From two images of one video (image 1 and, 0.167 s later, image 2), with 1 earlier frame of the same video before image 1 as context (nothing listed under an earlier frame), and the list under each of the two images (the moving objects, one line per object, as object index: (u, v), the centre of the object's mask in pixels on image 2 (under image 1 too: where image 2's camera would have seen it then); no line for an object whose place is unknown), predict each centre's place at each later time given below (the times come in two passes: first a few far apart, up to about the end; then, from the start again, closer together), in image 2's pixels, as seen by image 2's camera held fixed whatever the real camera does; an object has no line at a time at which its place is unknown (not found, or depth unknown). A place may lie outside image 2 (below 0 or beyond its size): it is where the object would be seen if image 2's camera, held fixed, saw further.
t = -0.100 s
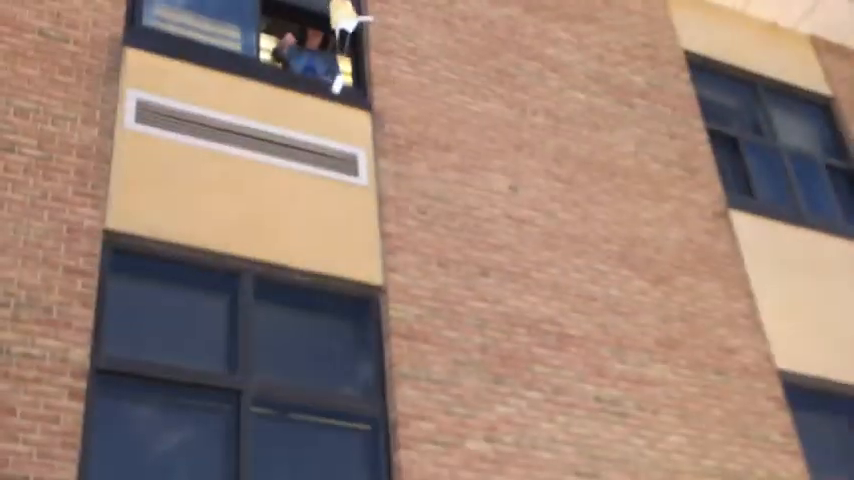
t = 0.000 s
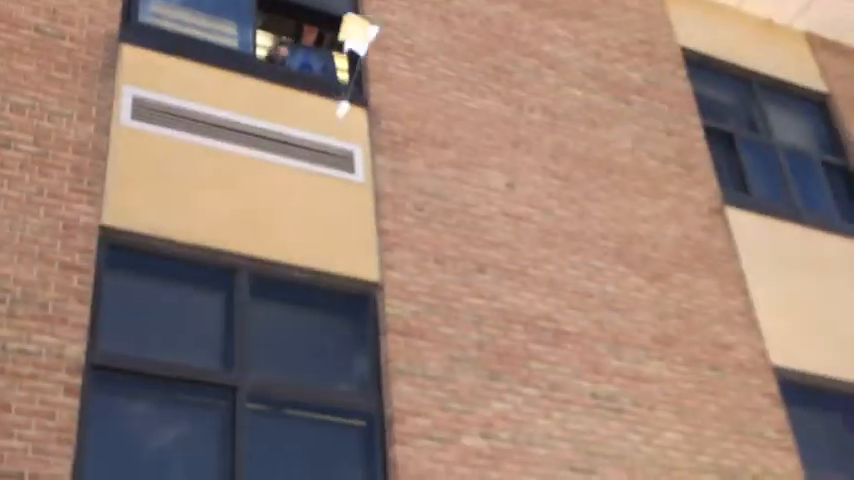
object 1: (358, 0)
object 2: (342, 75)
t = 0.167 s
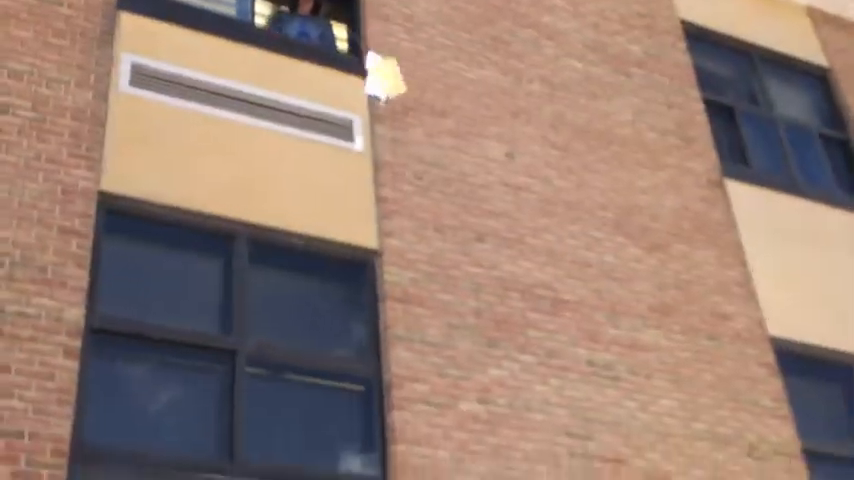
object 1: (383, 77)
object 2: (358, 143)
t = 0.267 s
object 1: (385, 144)
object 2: (373, 194)
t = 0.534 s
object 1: (385, 320)
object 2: (423, 394)
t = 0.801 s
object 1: (481, 568)
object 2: (483, 686)
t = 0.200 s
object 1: (387, 99)
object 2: (364, 160)
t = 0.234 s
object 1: (388, 122)
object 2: (369, 176)
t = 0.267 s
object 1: (385, 144)
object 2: (373, 194)
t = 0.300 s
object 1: (385, 169)
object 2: (379, 214)
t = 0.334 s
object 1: (385, 196)
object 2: (384, 235)
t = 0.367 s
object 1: (385, 221)
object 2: (391, 258)
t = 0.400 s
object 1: (384, 248)
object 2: (397, 281)
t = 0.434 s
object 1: (381, 270)
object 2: (403, 307)
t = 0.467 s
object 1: (379, 290)
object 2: (411, 334)
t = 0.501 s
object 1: (378, 307)
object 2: (417, 364)
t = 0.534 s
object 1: (385, 320)
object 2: (423, 394)
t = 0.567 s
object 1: (398, 339)
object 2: (430, 426)
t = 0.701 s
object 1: (472, 454)
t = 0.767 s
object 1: (485, 531)
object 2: (474, 648)
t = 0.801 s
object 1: (481, 568)
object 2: (483, 686)
